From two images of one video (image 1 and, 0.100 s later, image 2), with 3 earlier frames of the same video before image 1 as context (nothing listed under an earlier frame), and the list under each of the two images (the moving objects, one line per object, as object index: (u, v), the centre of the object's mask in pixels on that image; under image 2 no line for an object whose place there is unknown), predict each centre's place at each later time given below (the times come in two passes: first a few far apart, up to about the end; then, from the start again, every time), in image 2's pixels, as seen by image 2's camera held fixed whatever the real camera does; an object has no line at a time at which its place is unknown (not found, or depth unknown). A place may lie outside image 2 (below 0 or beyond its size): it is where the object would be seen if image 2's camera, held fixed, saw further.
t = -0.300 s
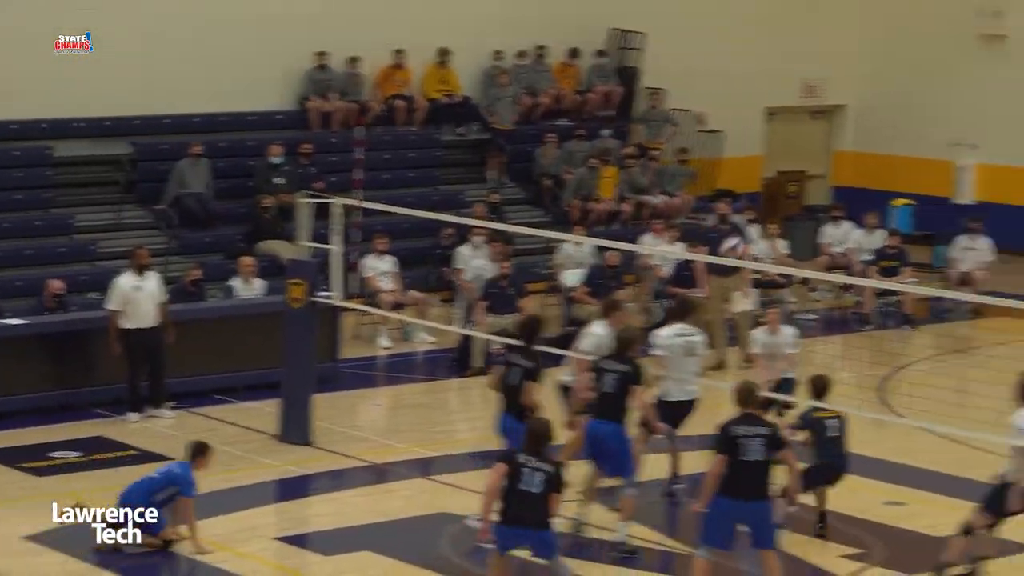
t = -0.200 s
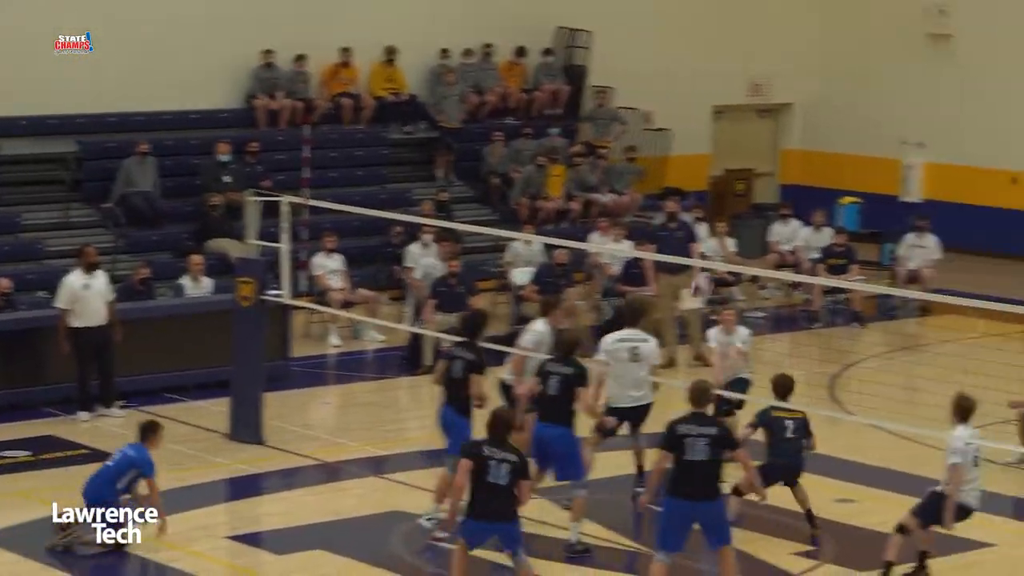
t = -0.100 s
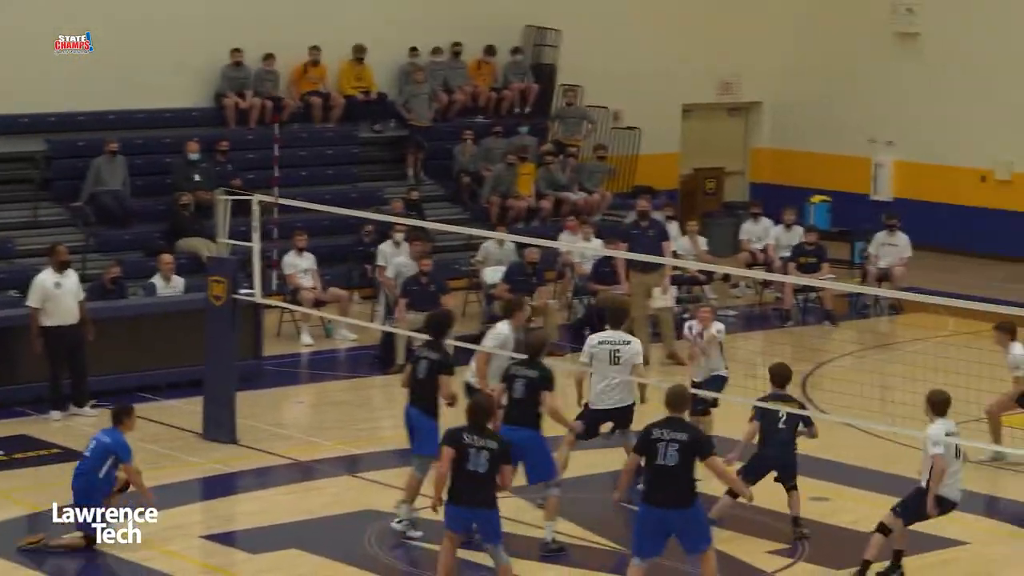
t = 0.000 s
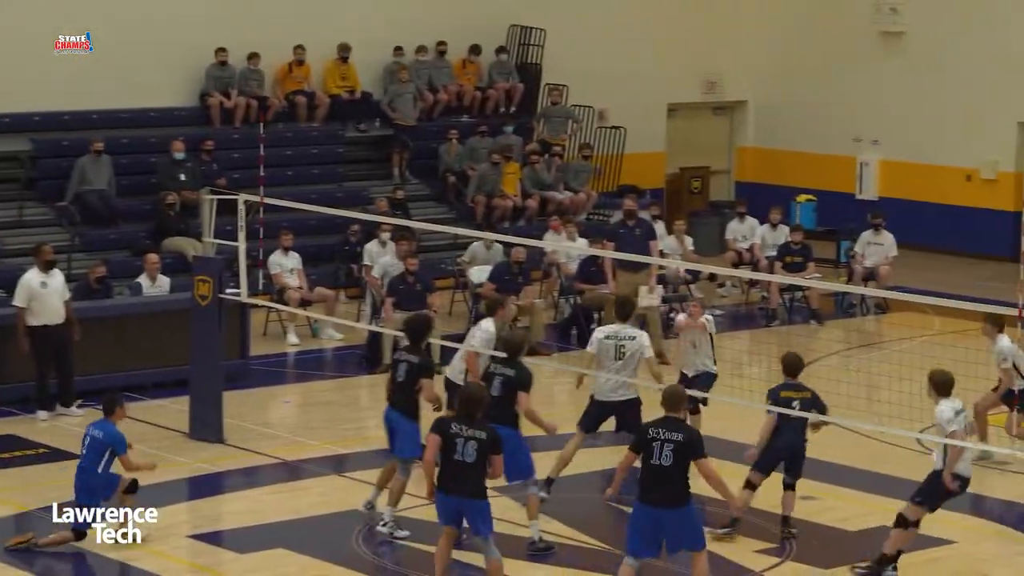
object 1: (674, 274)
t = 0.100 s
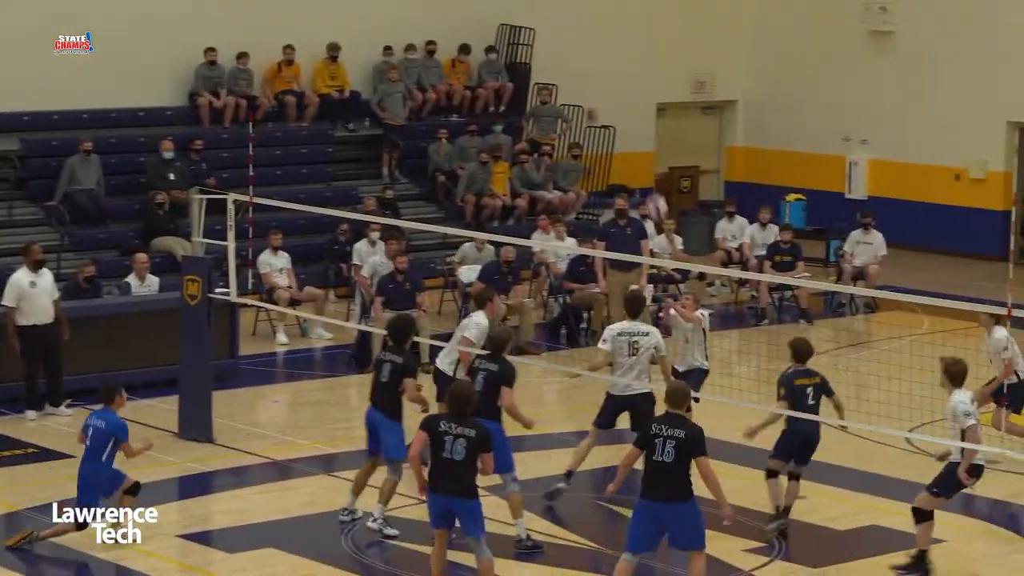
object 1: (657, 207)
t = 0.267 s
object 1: (643, 123)
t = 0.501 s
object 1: (623, 56)
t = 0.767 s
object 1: (598, 45)
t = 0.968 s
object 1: (578, 84)
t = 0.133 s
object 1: (655, 189)
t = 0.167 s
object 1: (652, 171)
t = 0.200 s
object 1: (649, 153)
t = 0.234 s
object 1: (646, 138)
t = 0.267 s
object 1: (643, 123)
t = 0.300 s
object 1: (641, 111)
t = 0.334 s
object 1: (637, 98)
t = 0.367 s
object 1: (635, 89)
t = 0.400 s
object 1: (633, 80)
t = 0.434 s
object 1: (630, 70)
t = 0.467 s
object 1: (626, 63)
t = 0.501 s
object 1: (623, 56)
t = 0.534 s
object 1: (620, 50)
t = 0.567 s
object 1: (616, 44)
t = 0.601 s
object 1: (614, 42)
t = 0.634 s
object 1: (610, 40)
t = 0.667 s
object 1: (607, 40)
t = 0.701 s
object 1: (604, 40)
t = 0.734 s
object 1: (601, 41)
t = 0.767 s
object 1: (598, 45)
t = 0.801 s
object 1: (594, 48)
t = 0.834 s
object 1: (591, 52)
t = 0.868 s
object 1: (588, 59)
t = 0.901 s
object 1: (585, 66)
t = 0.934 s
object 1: (581, 75)
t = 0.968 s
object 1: (578, 84)
